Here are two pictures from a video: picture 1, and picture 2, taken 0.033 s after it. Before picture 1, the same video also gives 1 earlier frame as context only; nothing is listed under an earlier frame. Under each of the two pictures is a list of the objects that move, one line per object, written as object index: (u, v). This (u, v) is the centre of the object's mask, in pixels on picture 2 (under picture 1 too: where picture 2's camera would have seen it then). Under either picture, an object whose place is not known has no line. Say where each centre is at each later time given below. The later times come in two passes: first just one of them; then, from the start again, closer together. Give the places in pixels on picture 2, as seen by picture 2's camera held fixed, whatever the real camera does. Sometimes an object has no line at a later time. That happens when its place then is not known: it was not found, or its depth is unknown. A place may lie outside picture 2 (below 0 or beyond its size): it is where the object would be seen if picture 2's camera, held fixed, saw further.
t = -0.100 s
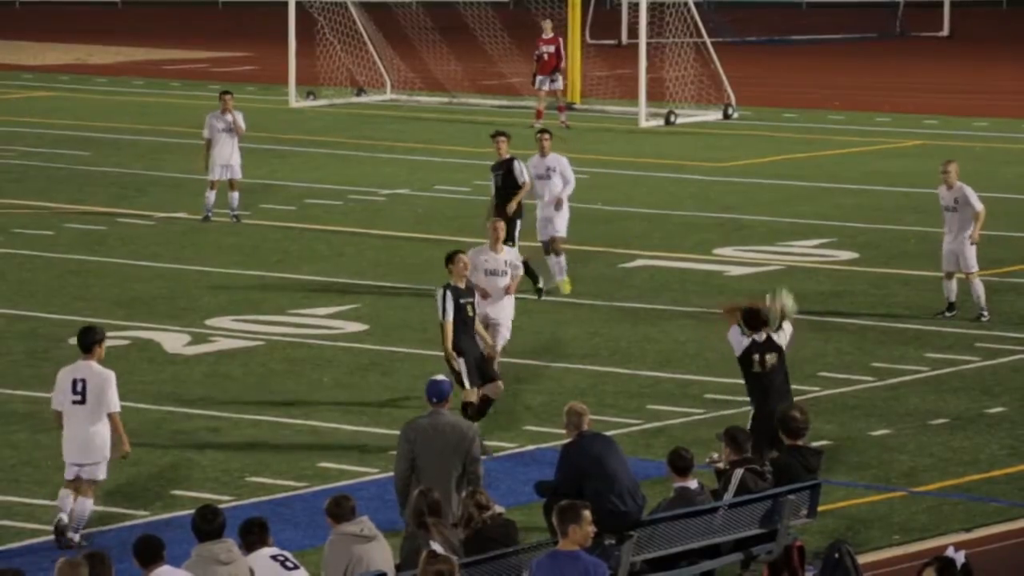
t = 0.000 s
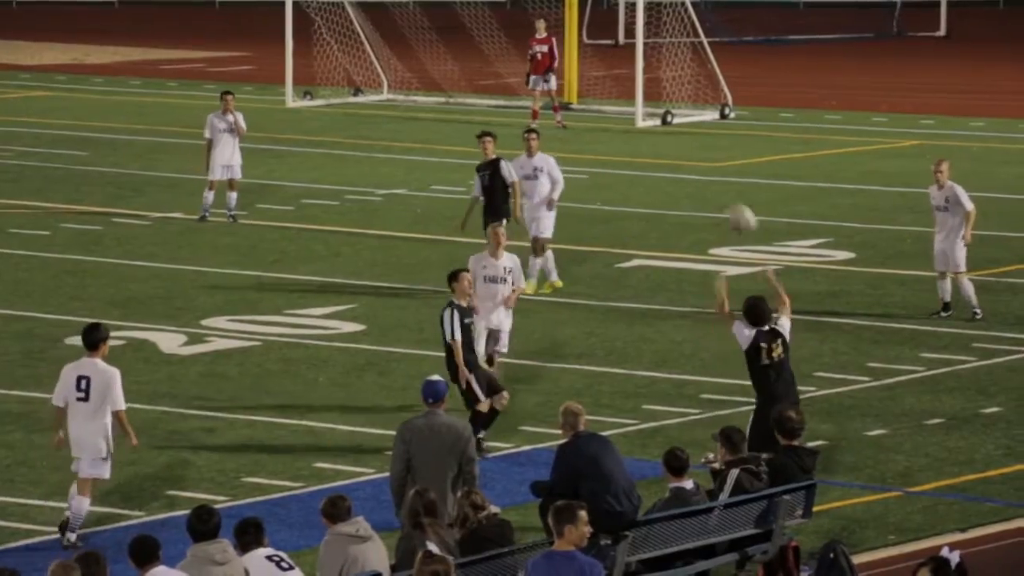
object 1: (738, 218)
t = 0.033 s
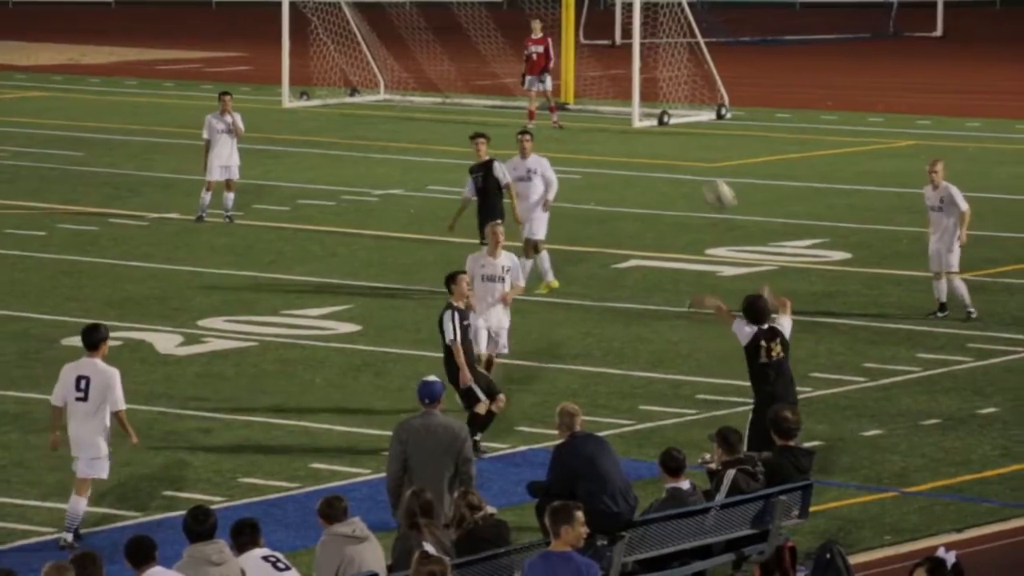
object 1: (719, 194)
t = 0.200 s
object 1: (634, 101)
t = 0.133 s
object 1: (670, 134)
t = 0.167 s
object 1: (652, 117)
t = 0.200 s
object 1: (634, 101)
